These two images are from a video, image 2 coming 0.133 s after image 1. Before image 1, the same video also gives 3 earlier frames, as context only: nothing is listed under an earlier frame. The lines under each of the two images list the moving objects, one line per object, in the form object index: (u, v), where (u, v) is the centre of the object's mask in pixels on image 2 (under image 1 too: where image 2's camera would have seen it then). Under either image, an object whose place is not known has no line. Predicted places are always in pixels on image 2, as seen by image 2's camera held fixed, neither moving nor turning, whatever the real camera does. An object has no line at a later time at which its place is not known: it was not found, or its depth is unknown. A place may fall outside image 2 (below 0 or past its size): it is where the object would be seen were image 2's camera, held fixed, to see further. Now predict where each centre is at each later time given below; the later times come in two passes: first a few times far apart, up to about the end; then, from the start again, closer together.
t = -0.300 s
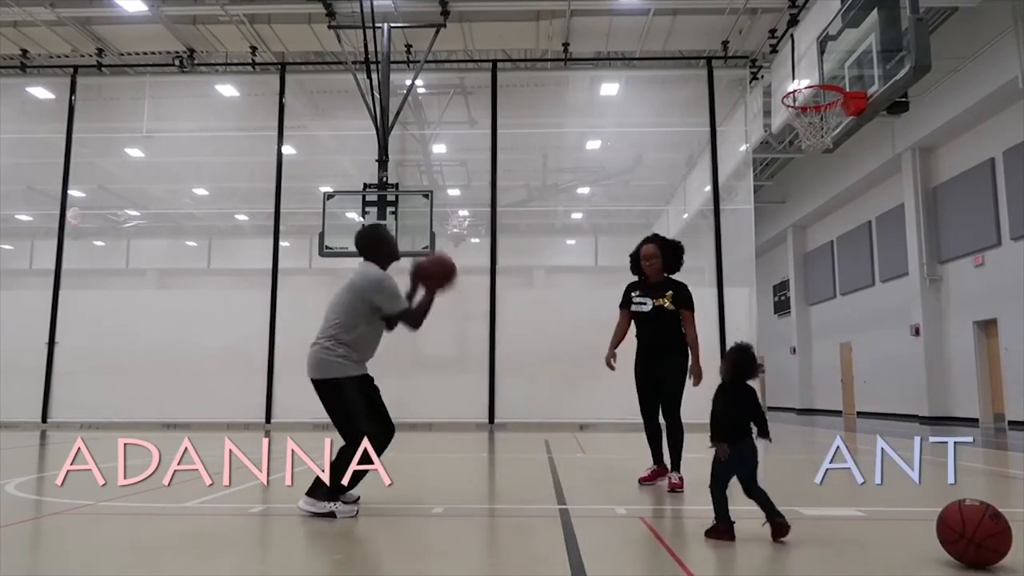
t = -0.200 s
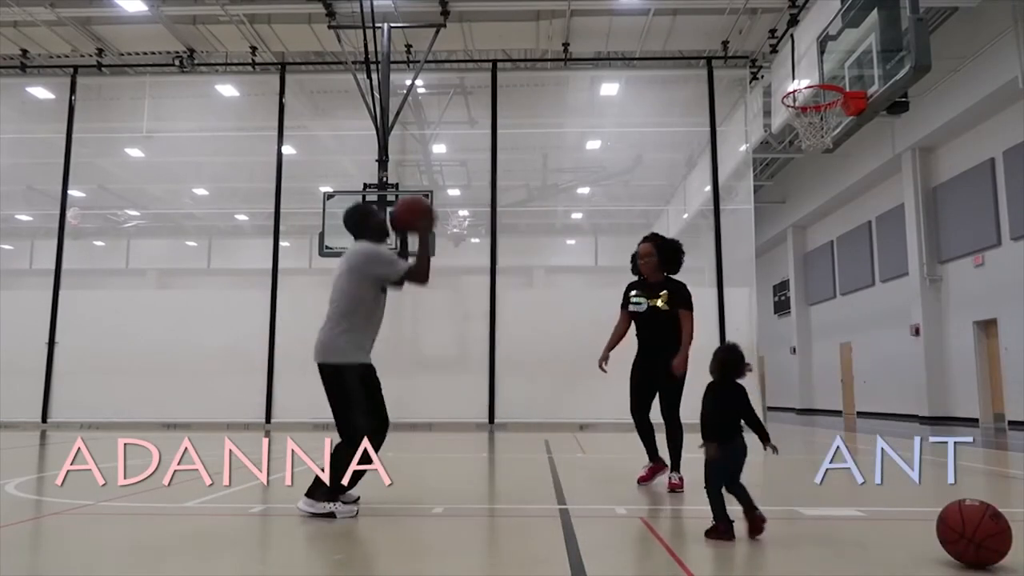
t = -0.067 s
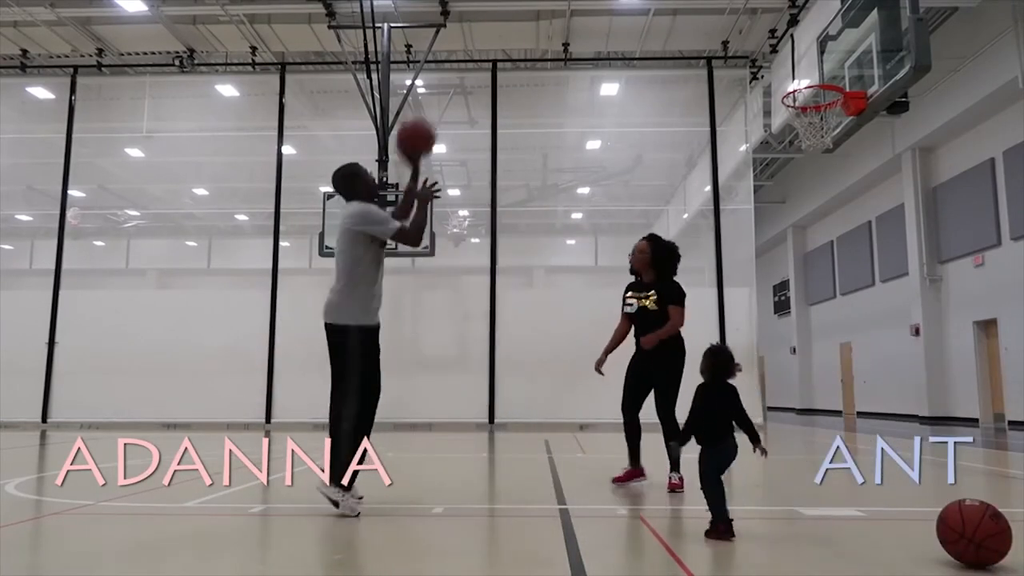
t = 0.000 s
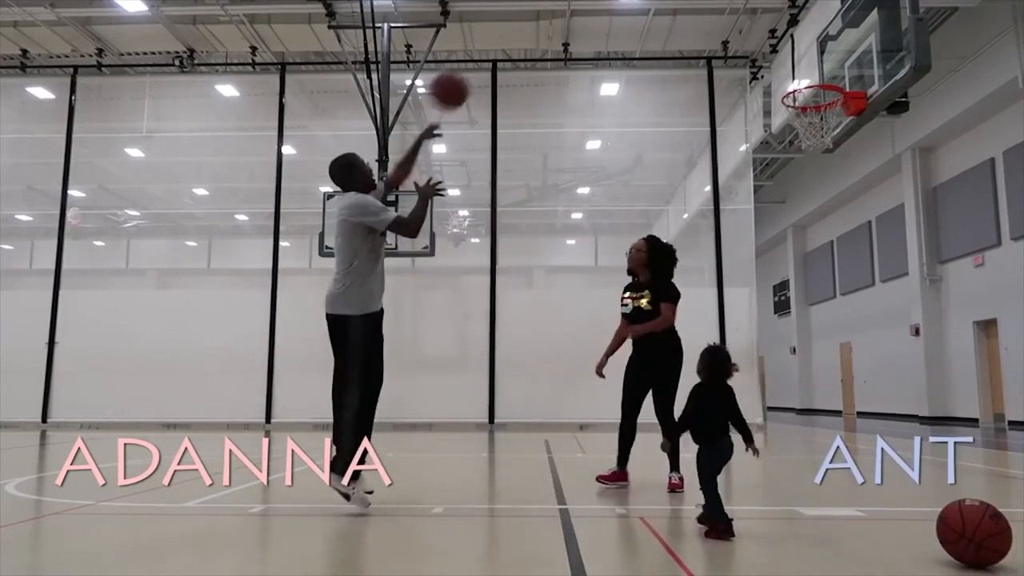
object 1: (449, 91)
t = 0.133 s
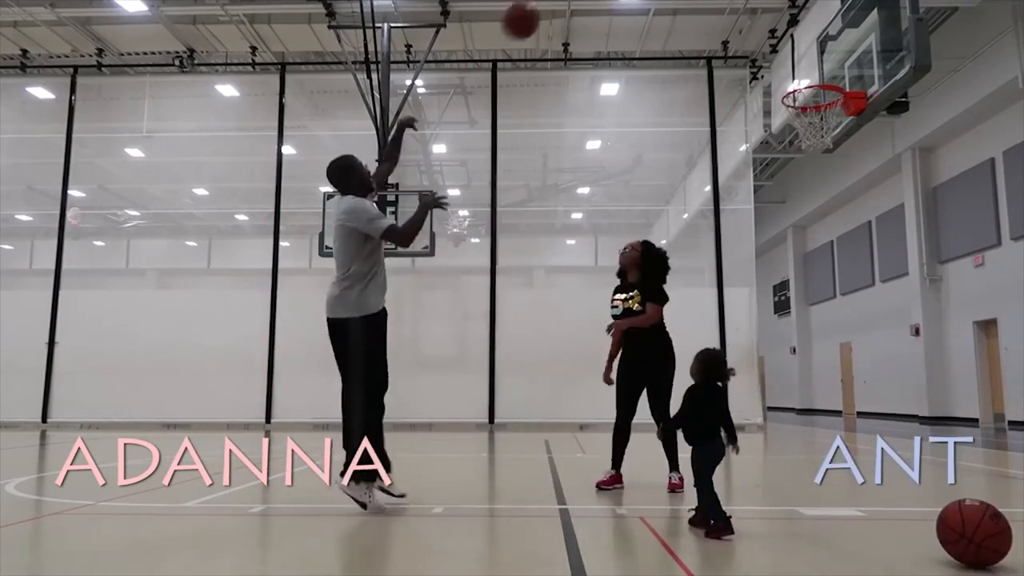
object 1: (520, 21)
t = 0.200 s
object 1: (553, 7)
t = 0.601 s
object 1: (718, 4)
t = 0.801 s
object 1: (789, 61)
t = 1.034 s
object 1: (834, 129)
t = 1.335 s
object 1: (839, 211)
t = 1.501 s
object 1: (845, 302)
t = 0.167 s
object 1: (537, 12)
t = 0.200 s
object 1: (553, 7)
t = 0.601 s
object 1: (718, 4)
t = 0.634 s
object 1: (731, 8)
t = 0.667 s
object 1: (743, 13)
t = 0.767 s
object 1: (776, 46)
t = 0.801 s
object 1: (789, 61)
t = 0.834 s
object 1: (800, 74)
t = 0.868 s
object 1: (812, 92)
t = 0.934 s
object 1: (831, 124)
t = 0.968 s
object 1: (834, 128)
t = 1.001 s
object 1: (835, 127)
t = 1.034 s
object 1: (834, 129)
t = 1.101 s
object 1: (835, 139)
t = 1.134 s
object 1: (836, 145)
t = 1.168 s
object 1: (836, 153)
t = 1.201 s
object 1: (836, 161)
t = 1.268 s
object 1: (838, 184)
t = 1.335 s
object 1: (839, 211)
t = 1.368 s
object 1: (841, 226)
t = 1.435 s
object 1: (843, 261)
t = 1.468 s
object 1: (844, 280)
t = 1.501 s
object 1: (845, 302)
